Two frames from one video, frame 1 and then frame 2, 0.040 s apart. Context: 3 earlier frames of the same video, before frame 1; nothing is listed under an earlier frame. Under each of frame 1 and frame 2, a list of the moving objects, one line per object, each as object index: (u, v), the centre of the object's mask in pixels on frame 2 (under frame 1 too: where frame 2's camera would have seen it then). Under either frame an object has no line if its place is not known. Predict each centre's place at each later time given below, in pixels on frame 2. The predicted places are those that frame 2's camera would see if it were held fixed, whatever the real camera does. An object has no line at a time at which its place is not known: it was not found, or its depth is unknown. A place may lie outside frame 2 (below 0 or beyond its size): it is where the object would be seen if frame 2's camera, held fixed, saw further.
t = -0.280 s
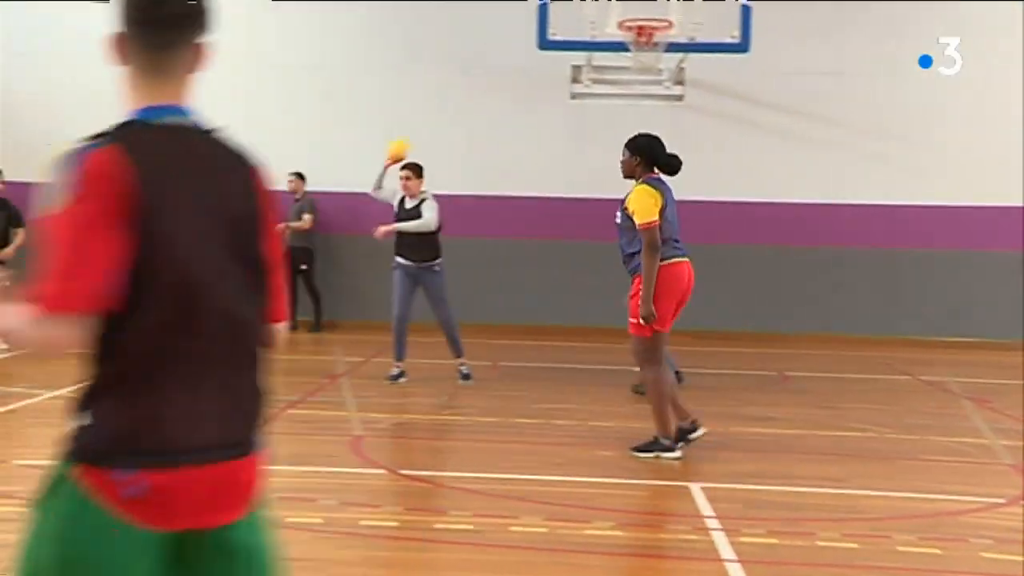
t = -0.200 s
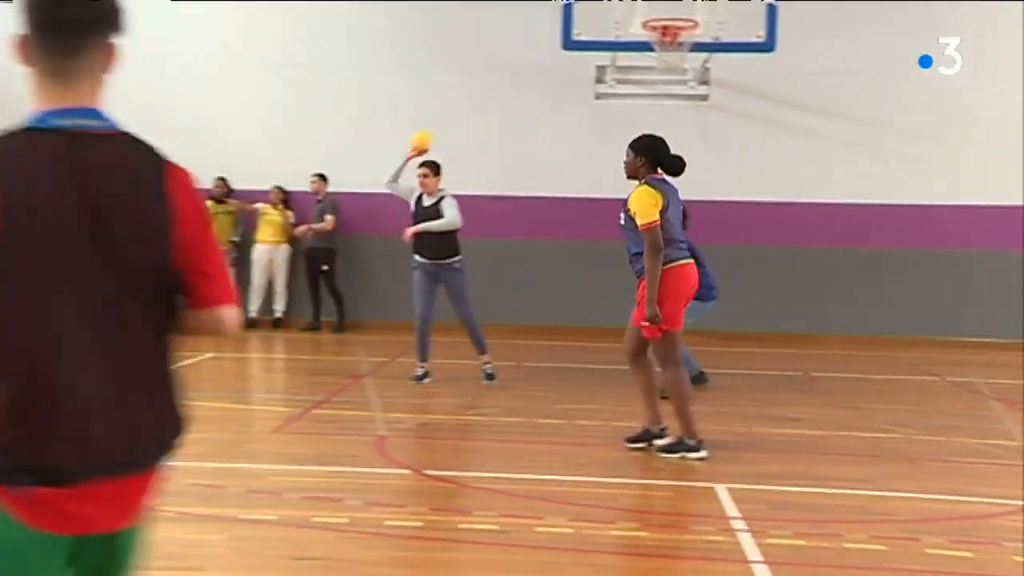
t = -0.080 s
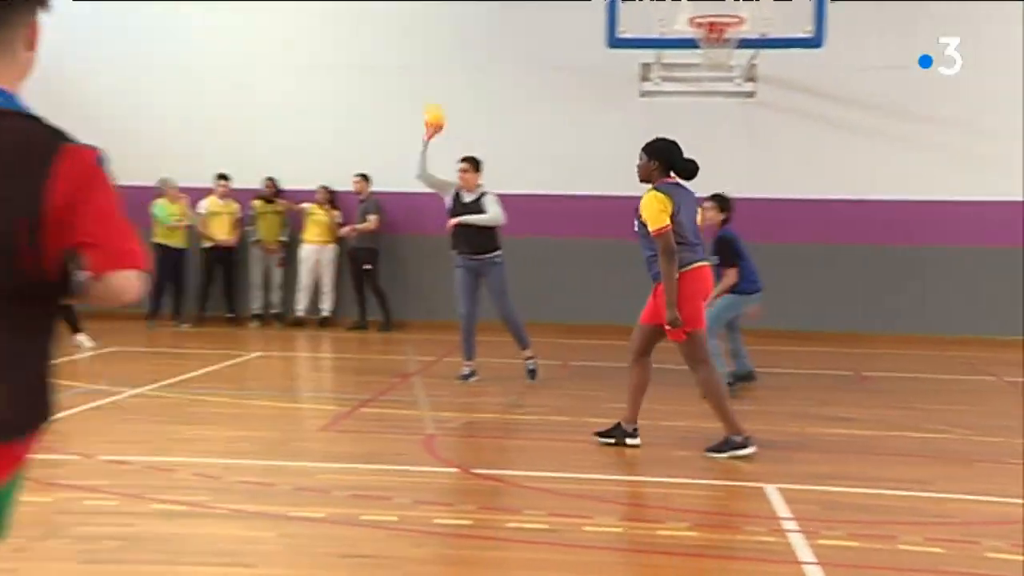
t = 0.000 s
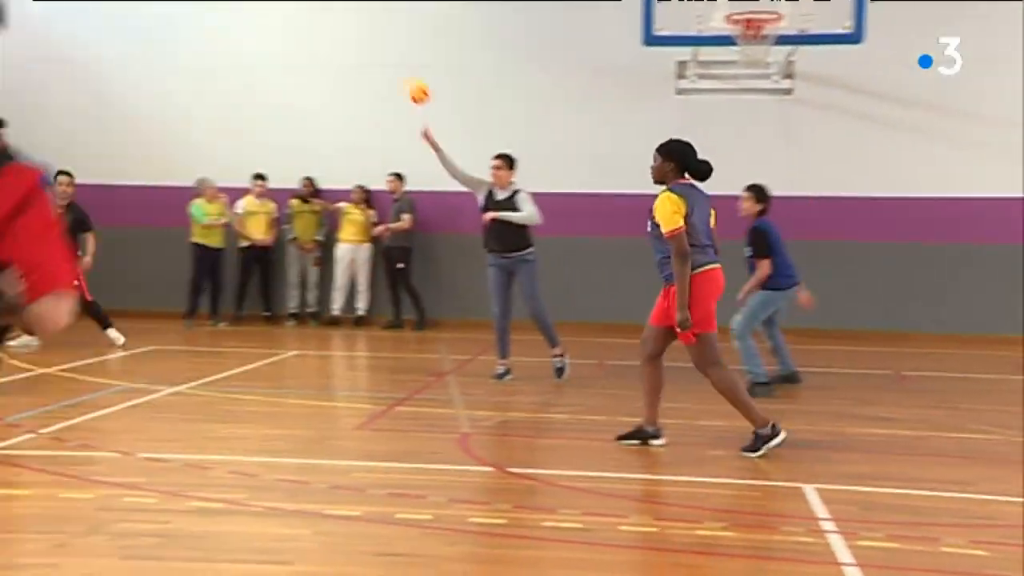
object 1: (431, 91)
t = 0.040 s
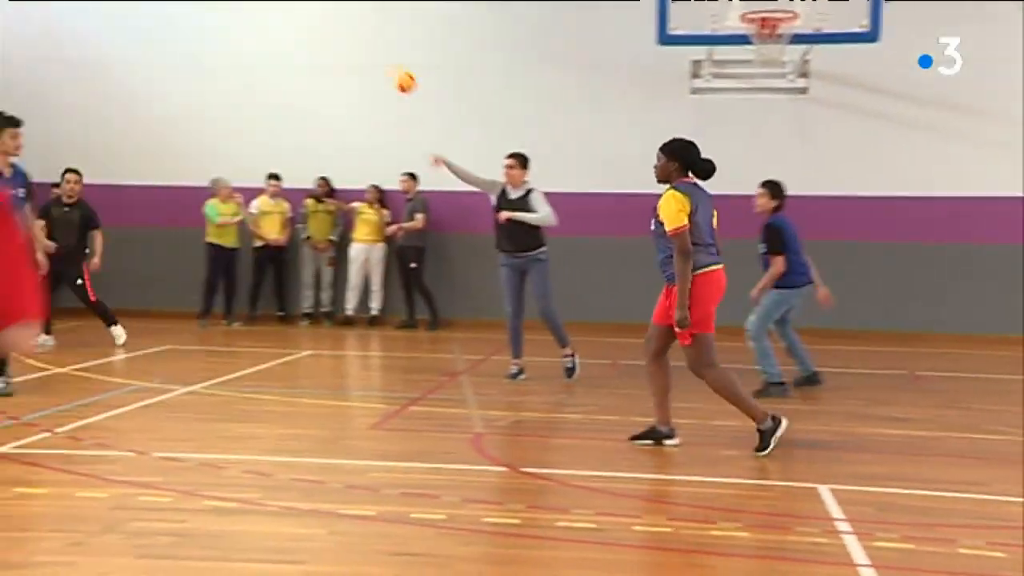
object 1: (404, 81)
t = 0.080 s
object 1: (377, 72)
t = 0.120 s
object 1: (347, 65)
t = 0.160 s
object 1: (317, 60)
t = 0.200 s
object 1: (289, 58)
